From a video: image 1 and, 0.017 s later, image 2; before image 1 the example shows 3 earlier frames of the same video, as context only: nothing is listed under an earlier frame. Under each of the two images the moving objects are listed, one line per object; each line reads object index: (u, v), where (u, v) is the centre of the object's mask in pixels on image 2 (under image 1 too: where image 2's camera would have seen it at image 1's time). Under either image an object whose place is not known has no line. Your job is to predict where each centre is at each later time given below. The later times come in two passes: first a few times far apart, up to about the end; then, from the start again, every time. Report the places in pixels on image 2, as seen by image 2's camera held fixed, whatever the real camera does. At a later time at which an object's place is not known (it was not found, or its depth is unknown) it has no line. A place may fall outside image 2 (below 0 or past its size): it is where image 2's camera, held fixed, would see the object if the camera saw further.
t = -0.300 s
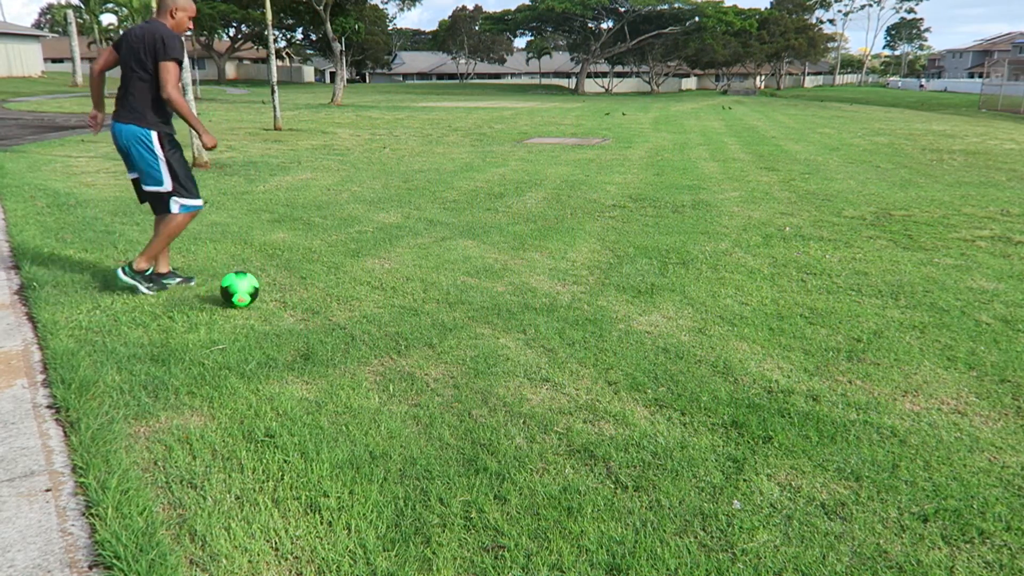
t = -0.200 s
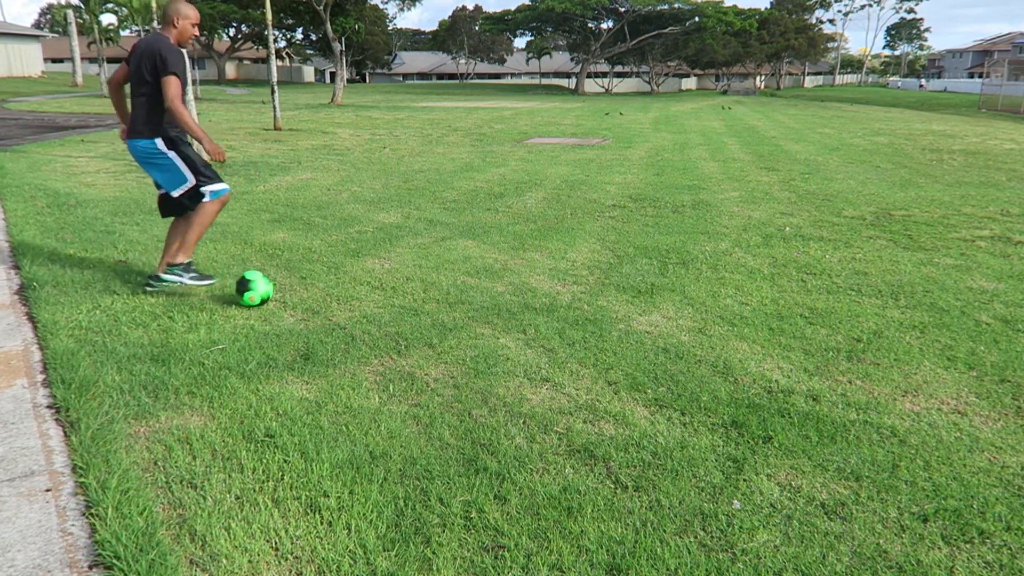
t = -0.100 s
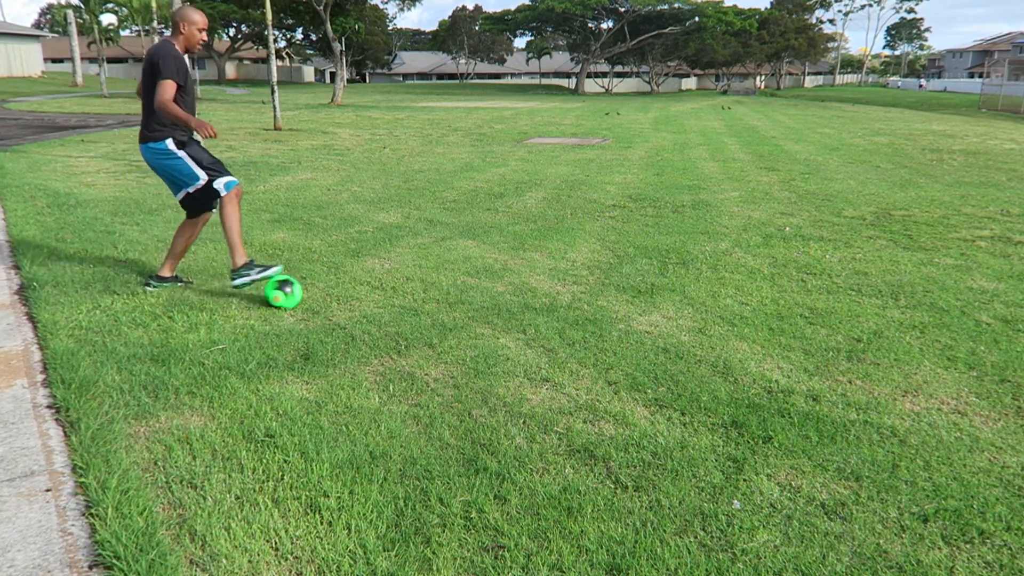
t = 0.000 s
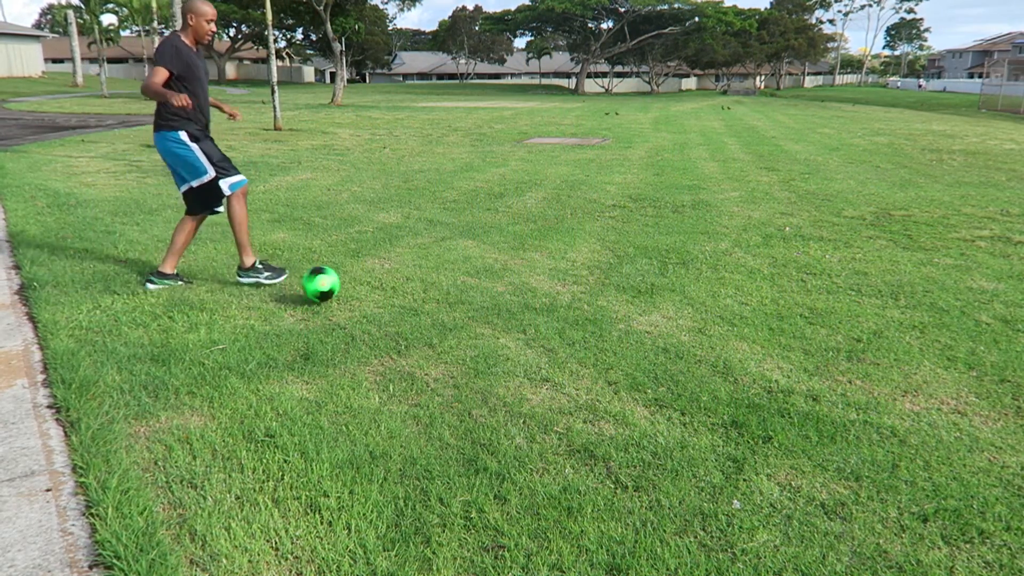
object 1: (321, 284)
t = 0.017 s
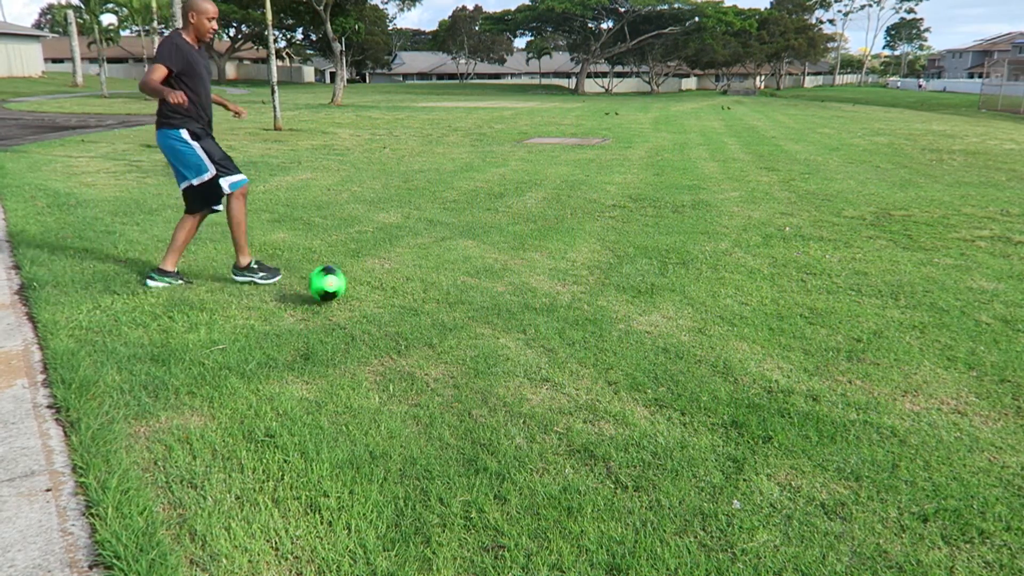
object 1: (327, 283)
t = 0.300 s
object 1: (426, 284)
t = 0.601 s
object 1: (517, 278)
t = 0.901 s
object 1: (592, 275)
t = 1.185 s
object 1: (653, 275)
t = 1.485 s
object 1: (705, 271)
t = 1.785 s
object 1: (748, 269)
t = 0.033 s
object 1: (333, 283)
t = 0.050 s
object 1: (339, 283)
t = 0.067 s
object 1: (345, 284)
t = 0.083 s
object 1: (351, 285)
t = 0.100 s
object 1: (357, 287)
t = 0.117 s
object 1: (364, 288)
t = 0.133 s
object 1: (370, 288)
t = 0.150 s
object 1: (376, 288)
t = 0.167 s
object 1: (382, 286)
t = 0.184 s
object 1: (388, 285)
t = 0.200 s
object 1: (393, 284)
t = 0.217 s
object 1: (398, 283)
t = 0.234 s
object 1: (404, 282)
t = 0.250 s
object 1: (409, 282)
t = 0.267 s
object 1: (415, 283)
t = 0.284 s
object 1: (421, 283)
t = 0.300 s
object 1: (426, 284)
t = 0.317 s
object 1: (432, 285)
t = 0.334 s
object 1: (437, 285)
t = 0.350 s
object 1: (442, 284)
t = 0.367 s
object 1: (447, 283)
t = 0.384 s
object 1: (452, 281)
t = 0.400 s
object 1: (458, 281)
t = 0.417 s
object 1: (463, 281)
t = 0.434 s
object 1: (468, 281)
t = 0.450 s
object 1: (473, 281)
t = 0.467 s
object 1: (479, 282)
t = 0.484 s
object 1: (484, 282)
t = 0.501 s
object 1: (490, 282)
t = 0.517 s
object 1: (495, 282)
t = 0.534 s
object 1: (499, 282)
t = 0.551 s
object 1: (503, 281)
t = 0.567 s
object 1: (508, 280)
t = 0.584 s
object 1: (513, 278)
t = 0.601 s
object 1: (517, 278)
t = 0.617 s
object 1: (521, 278)
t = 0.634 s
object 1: (526, 279)
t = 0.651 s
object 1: (530, 279)
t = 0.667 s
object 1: (535, 279)
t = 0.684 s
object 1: (539, 279)
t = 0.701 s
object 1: (543, 280)
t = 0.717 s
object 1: (547, 279)
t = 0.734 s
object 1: (552, 279)
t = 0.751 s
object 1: (556, 278)
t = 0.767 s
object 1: (560, 278)
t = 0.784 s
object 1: (564, 277)
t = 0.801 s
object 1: (568, 277)
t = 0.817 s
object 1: (572, 277)
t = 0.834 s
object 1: (576, 277)
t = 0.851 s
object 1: (581, 276)
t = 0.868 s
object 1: (585, 276)
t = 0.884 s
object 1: (589, 275)
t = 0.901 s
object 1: (592, 275)
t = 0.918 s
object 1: (595, 275)
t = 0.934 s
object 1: (599, 275)
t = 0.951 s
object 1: (603, 275)
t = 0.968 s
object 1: (607, 275)
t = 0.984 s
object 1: (611, 275)
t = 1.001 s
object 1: (614, 275)
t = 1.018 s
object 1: (618, 275)
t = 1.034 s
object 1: (621, 275)
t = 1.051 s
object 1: (625, 275)
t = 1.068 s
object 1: (628, 274)
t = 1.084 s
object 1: (632, 274)
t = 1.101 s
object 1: (635, 274)
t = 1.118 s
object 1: (639, 274)
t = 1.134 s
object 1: (642, 274)
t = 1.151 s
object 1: (646, 274)
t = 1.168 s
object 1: (649, 274)
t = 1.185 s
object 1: (653, 275)
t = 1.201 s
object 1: (656, 275)
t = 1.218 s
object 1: (659, 274)
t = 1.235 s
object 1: (662, 273)
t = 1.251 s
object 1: (665, 272)
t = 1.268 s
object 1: (668, 271)
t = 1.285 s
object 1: (672, 270)
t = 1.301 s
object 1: (674, 270)
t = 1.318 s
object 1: (677, 271)
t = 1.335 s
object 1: (680, 272)
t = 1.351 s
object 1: (683, 272)
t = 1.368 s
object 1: (686, 273)
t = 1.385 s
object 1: (689, 273)
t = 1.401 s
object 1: (692, 273)
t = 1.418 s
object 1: (694, 272)
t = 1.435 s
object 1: (697, 272)
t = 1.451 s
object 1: (700, 271)
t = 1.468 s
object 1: (702, 271)
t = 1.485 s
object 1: (705, 271)
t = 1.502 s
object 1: (707, 271)
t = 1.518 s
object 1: (710, 272)
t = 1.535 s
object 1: (713, 272)
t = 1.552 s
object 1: (716, 272)
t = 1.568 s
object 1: (718, 272)
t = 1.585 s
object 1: (720, 271)
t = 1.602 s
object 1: (723, 271)
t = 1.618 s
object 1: (725, 271)
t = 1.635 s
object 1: (728, 271)
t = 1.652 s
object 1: (730, 271)
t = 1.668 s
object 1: (732, 270)
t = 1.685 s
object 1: (735, 270)
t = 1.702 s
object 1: (737, 270)
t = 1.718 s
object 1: (739, 270)
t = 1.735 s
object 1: (741, 269)
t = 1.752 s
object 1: (743, 269)
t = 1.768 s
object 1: (746, 269)
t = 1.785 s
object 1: (748, 269)
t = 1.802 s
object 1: (750, 269)
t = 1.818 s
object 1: (752, 269)
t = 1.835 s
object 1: (754, 269)
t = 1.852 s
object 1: (756, 269)
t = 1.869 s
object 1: (759, 269)
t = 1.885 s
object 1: (761, 269)
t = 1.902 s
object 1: (763, 269)
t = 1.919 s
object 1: (765, 270)
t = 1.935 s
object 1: (767, 270)
